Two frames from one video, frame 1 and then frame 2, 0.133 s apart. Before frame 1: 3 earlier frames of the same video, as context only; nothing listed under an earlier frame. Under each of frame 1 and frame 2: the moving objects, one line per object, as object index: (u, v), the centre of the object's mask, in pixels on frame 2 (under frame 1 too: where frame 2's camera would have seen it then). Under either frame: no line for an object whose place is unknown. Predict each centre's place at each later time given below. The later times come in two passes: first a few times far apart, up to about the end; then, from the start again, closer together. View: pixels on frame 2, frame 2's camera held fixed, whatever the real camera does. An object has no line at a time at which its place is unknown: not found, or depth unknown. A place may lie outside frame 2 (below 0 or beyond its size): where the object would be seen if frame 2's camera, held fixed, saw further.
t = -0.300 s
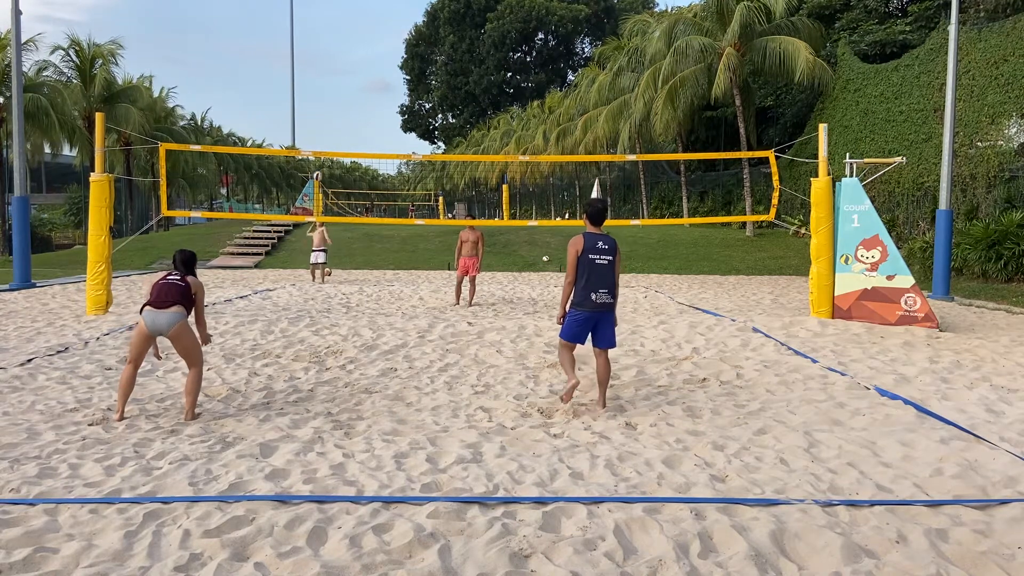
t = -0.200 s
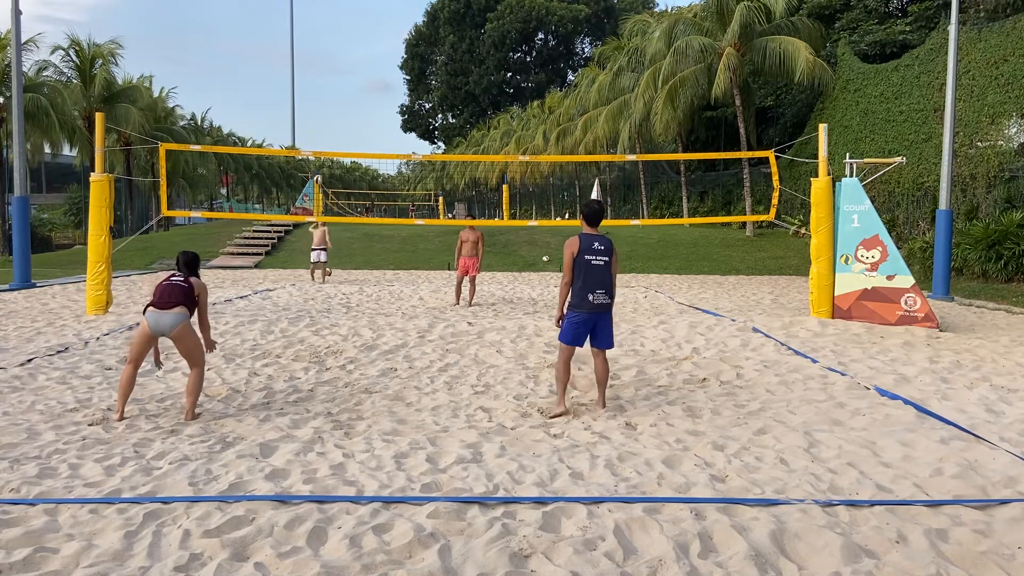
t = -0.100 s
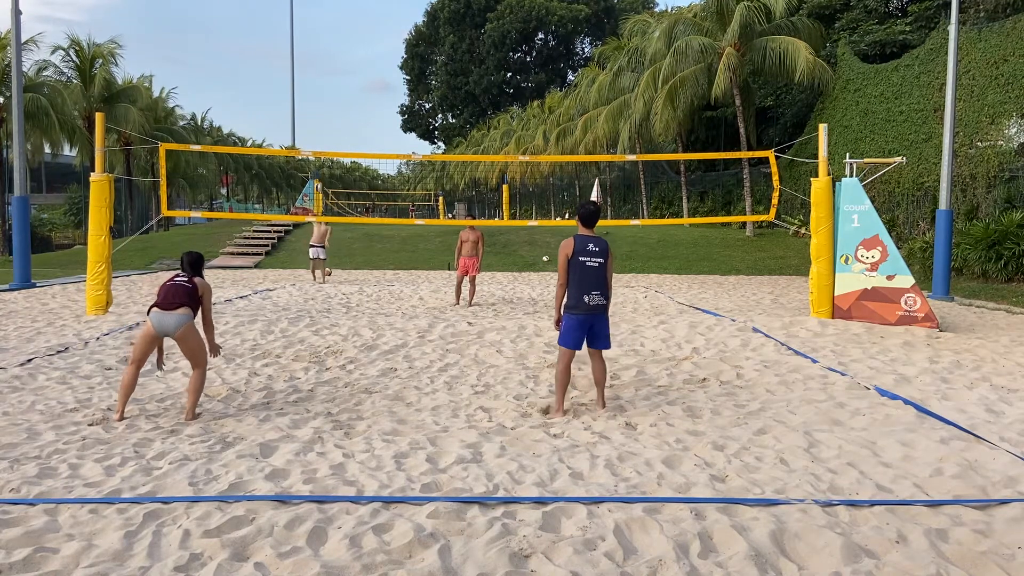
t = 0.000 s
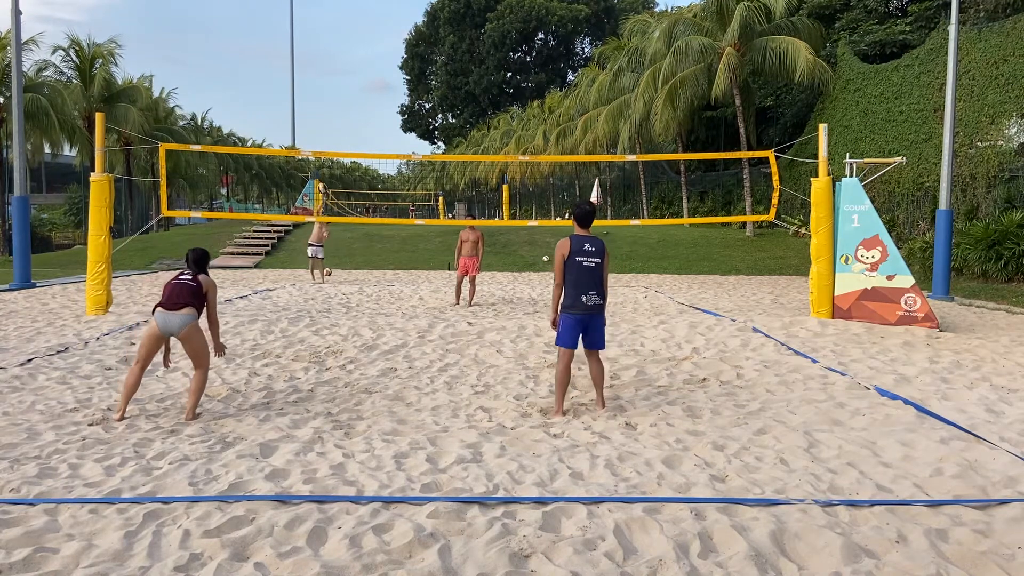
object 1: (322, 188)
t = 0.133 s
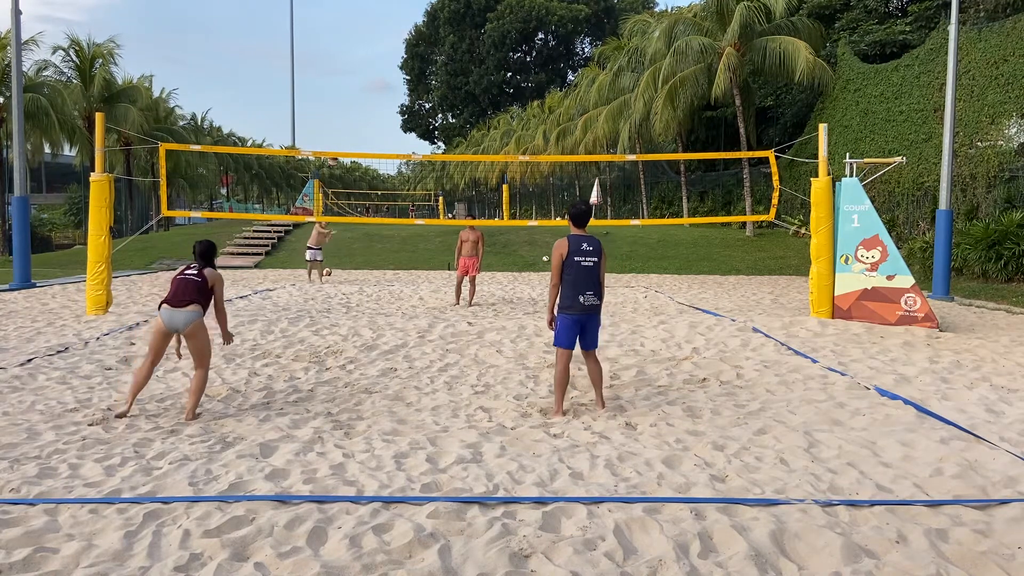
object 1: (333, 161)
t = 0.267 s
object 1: (345, 141)
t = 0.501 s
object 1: (373, 123)
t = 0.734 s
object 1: (410, 133)
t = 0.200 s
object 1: (339, 148)
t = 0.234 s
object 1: (342, 145)
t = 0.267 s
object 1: (345, 141)
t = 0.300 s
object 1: (348, 137)
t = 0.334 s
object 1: (352, 133)
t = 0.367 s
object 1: (356, 130)
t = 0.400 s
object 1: (360, 128)
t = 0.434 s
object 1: (364, 126)
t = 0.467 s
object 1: (369, 124)
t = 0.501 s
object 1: (373, 123)
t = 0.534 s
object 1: (378, 122)
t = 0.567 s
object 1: (383, 122)
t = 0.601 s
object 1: (388, 123)
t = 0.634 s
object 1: (394, 124)
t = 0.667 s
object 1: (399, 126)
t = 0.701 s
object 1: (405, 128)
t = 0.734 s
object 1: (410, 133)
